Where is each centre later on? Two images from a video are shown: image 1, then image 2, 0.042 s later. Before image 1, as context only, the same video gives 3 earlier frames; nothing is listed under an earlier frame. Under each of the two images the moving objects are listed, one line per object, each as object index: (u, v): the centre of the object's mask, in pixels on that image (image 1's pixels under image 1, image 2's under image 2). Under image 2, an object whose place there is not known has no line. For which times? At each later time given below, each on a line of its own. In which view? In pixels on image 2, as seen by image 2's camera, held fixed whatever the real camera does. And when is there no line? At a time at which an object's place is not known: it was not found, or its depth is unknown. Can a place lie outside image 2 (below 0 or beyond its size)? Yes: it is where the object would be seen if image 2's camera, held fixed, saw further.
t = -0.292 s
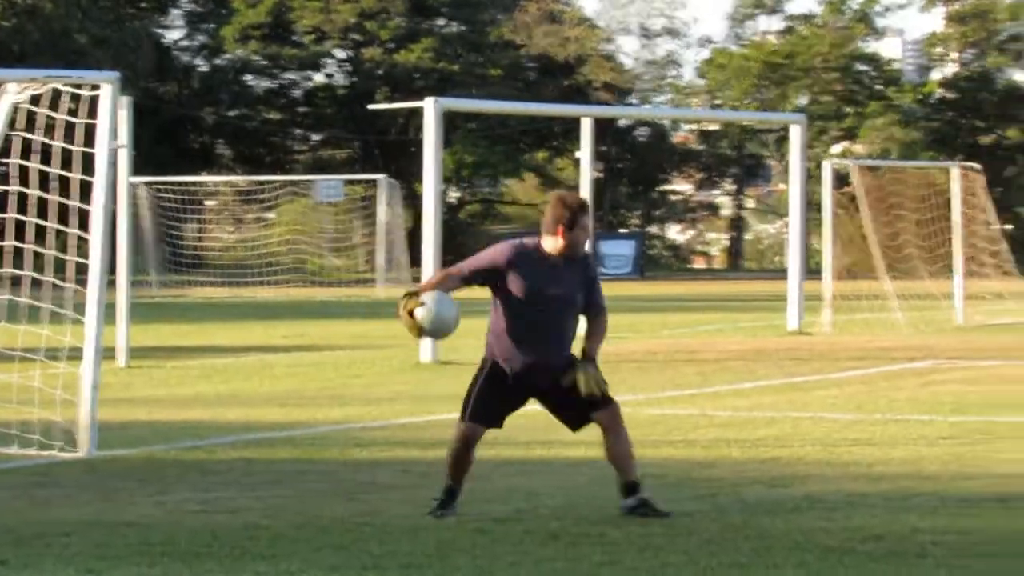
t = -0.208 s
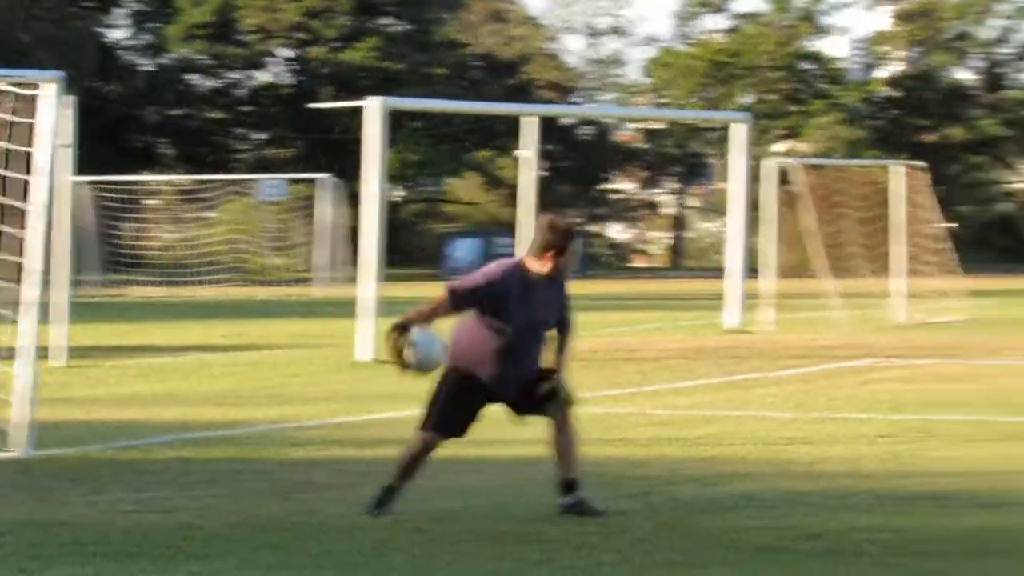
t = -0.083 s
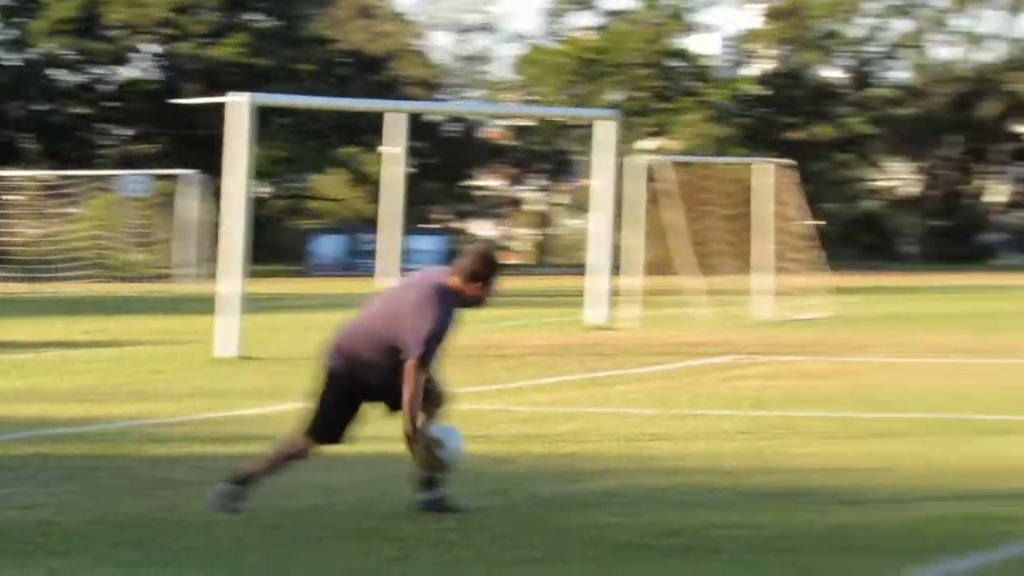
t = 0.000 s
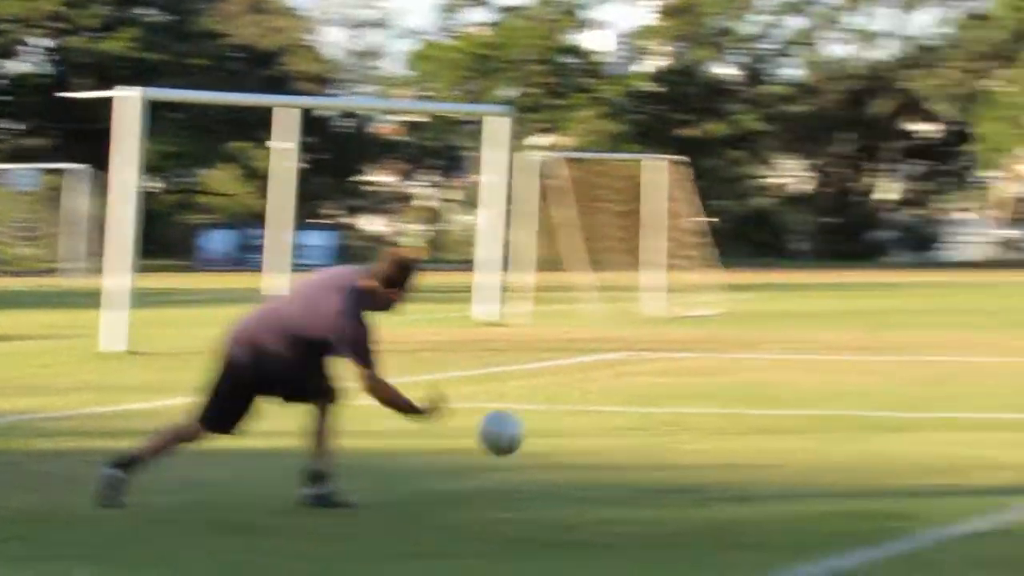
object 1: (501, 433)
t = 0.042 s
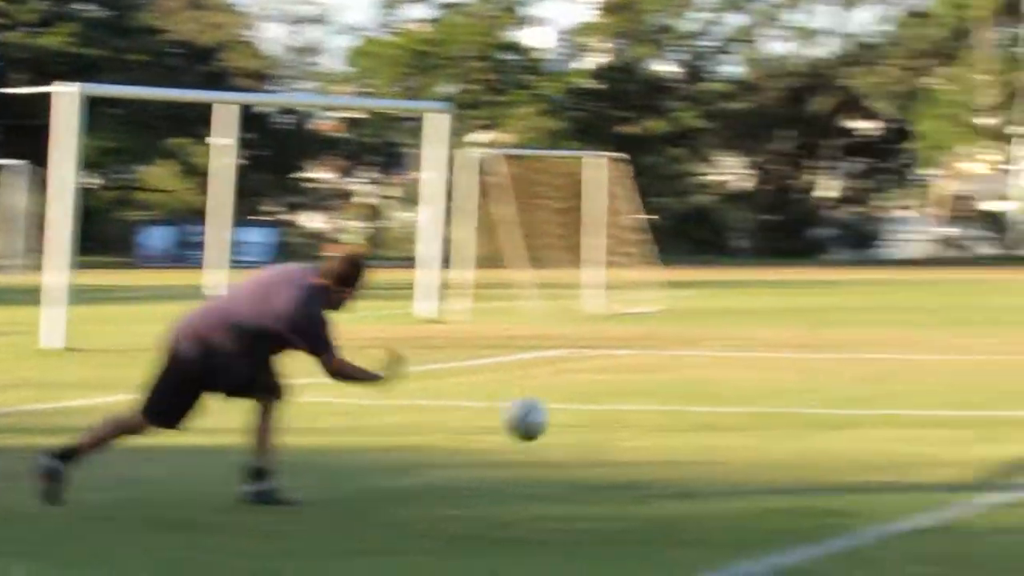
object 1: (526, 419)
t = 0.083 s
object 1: (602, 409)
